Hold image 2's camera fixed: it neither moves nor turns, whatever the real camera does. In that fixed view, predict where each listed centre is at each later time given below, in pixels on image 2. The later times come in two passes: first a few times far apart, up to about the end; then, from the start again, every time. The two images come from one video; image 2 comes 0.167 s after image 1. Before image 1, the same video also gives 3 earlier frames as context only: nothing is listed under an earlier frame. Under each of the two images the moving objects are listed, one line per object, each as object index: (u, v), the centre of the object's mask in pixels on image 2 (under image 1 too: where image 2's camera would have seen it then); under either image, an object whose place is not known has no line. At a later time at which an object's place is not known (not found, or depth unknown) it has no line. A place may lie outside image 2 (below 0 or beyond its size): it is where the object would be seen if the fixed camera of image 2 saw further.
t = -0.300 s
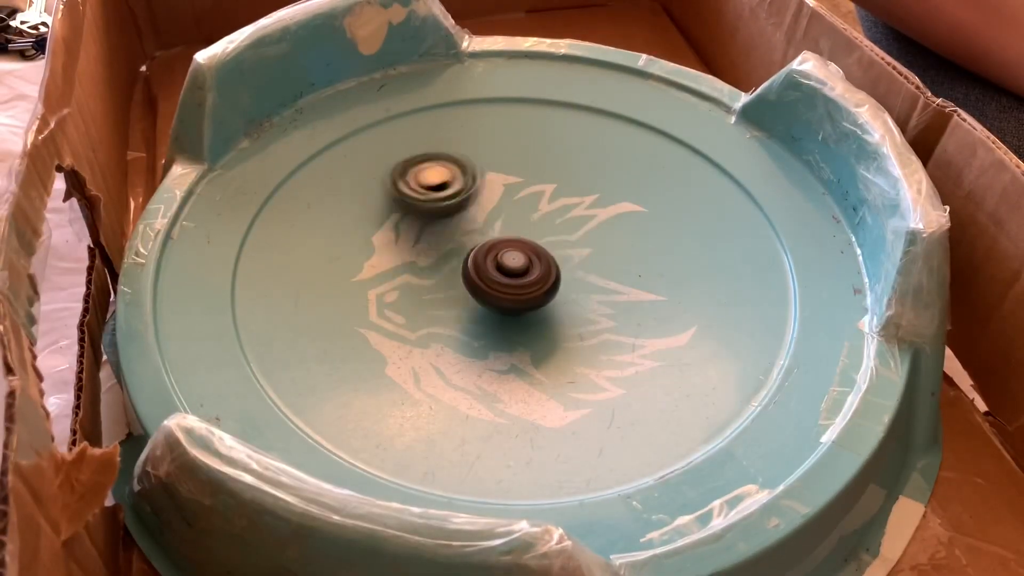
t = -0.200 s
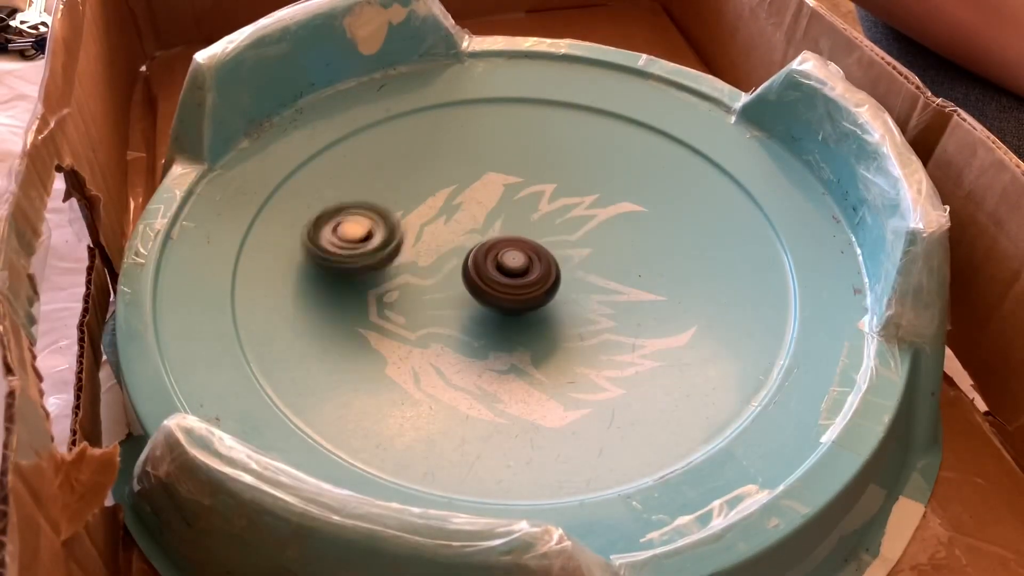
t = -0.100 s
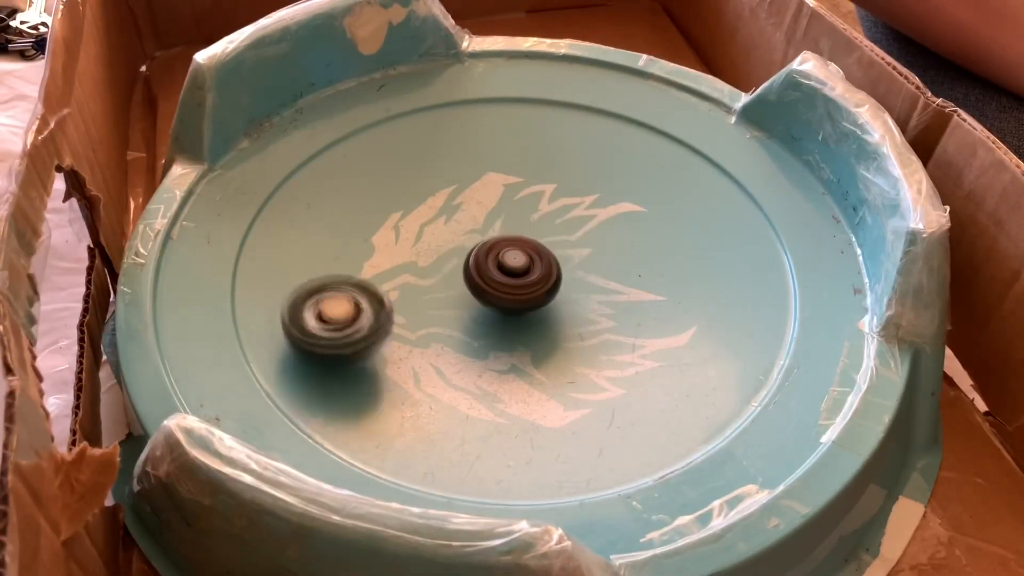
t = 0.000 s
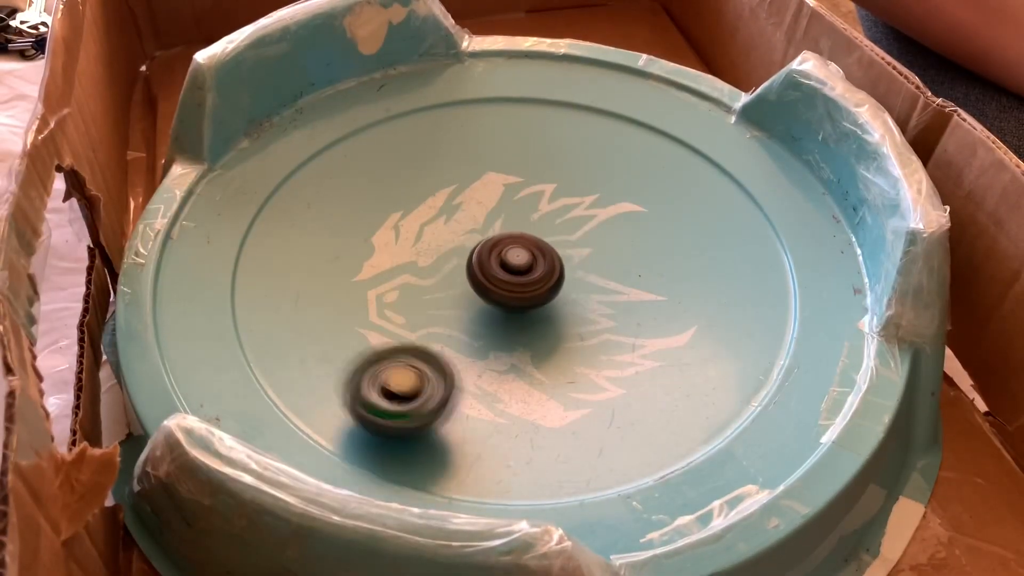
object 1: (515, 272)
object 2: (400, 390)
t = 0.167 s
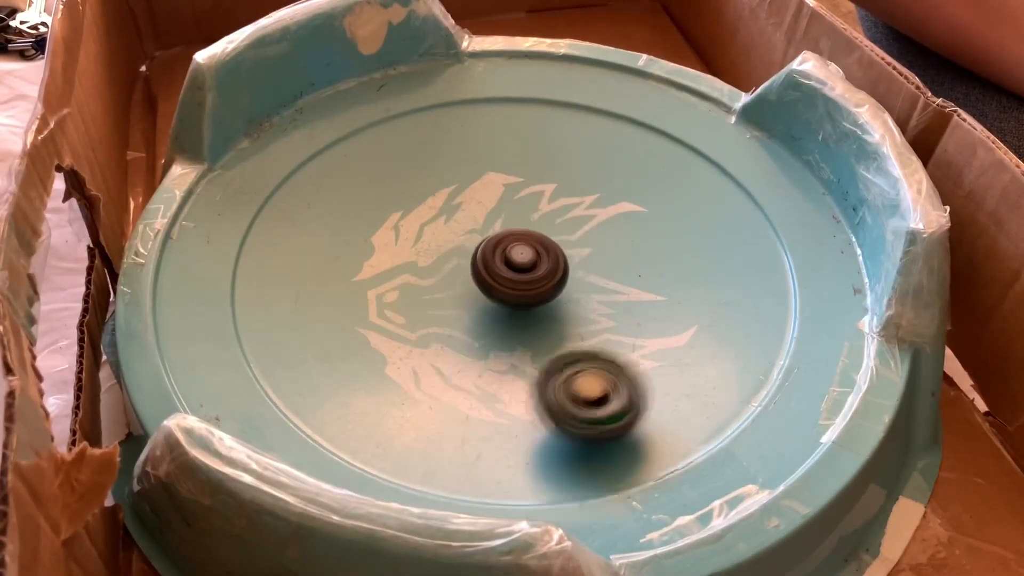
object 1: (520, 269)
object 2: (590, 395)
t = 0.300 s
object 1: (520, 265)
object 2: (669, 303)
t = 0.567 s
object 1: (523, 260)
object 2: (498, 156)
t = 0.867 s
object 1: (525, 256)
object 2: (334, 293)
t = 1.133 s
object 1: (528, 257)
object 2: (595, 357)
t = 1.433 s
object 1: (533, 266)
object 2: (587, 155)
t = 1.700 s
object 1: (537, 271)
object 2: (381, 194)
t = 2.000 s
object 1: (539, 275)
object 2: (540, 363)
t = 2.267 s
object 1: (536, 278)
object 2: (685, 216)
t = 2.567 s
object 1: (528, 282)
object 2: (469, 166)
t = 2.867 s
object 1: (520, 281)
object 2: (466, 356)
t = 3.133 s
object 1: (517, 279)
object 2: (695, 304)
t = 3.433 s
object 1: (515, 274)
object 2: (550, 179)
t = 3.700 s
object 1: (515, 270)
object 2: (396, 289)
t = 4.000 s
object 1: (519, 267)
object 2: (606, 372)
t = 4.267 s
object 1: (522, 264)
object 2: (621, 222)
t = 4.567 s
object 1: (528, 262)
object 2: (401, 226)
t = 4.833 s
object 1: (537, 263)
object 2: (455, 364)
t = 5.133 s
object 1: (477, 225)
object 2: (696, 288)
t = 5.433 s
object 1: (401, 219)
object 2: (614, 151)
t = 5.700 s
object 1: (377, 354)
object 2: (486, 120)
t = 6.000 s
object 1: (606, 375)
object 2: (398, 127)
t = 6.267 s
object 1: (620, 156)
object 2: (462, 269)
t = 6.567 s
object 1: (541, 158)
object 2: (687, 253)
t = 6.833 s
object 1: (521, 221)
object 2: (677, 168)
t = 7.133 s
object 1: (476, 306)
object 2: (553, 204)
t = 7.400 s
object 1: (555, 439)
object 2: (565, 295)
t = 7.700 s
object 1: (612, 372)
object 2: (653, 279)
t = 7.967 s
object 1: (547, 330)
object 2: (539, 230)
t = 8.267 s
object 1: (636, 368)
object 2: (352, 227)
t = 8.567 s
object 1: (616, 332)
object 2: (308, 314)
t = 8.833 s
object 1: (582, 269)
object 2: (471, 325)
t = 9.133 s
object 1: (586, 139)
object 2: (470, 269)
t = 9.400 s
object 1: (330, 179)
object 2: (492, 190)
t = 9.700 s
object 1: (418, 266)
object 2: (467, 191)
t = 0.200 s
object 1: (520, 268)
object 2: (620, 377)
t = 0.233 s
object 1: (520, 267)
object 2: (645, 354)
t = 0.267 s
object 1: (520, 266)
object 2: (662, 329)
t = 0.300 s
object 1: (520, 265)
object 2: (669, 303)
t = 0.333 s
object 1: (520, 265)
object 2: (670, 275)
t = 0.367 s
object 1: (521, 264)
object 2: (661, 249)
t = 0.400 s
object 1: (521, 263)
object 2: (645, 223)
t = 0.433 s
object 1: (521, 262)
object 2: (622, 201)
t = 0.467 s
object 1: (522, 261)
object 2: (595, 183)
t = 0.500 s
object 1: (522, 261)
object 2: (565, 170)
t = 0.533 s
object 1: (523, 260)
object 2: (532, 161)
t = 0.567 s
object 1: (523, 260)
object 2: (498, 156)
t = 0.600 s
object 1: (523, 260)
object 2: (465, 156)
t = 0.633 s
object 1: (523, 259)
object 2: (432, 161)
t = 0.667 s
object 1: (523, 259)
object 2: (403, 170)
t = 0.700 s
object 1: (523, 258)
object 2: (377, 182)
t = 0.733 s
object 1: (523, 258)
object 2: (355, 199)
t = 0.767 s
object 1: (524, 257)
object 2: (339, 219)
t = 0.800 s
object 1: (524, 257)
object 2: (329, 243)
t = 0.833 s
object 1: (524, 257)
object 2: (328, 268)
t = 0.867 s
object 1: (525, 256)
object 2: (334, 293)
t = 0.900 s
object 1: (525, 256)
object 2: (348, 318)
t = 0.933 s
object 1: (526, 256)
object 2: (372, 340)
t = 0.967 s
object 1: (526, 256)
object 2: (402, 360)
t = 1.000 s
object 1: (527, 256)
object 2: (439, 373)
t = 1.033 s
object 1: (527, 256)
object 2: (478, 379)
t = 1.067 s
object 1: (528, 257)
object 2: (518, 379)
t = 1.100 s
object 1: (527, 256)
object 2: (563, 371)
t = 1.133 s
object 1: (528, 257)
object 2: (595, 357)
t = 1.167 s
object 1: (528, 258)
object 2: (627, 338)
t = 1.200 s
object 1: (529, 259)
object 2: (647, 315)
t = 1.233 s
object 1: (529, 260)
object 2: (661, 289)
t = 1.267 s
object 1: (530, 261)
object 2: (665, 260)
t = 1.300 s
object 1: (531, 262)
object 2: (662, 234)
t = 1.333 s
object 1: (531, 263)
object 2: (650, 209)
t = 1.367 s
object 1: (532, 264)
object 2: (633, 188)
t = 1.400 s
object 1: (533, 265)
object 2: (611, 170)
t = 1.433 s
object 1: (533, 266)
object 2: (587, 155)
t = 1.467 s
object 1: (534, 267)
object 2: (558, 146)
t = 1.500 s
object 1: (534, 268)
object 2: (529, 139)
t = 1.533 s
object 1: (535, 269)
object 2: (500, 138)
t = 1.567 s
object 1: (535, 269)
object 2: (471, 141)
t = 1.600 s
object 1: (536, 269)
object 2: (444, 149)
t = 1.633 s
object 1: (536, 270)
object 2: (418, 160)
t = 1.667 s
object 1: (537, 270)
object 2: (398, 175)
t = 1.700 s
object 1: (537, 271)
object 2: (381, 194)
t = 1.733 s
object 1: (538, 271)
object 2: (369, 216)
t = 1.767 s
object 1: (538, 272)
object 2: (365, 242)
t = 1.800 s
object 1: (538, 272)
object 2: (367, 267)
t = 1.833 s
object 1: (539, 273)
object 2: (380, 293)
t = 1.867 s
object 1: (539, 274)
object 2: (400, 317)
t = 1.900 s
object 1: (539, 274)
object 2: (426, 337)
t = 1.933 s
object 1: (539, 275)
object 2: (462, 353)
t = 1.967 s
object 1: (539, 275)
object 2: (501, 362)
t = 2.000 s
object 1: (539, 275)
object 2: (540, 363)
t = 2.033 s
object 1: (539, 275)
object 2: (577, 359)
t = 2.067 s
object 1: (539, 276)
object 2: (613, 348)
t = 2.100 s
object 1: (539, 276)
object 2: (645, 331)
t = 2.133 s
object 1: (539, 277)
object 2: (668, 309)
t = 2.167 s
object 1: (538, 277)
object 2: (683, 287)
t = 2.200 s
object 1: (537, 278)
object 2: (691, 263)
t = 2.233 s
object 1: (536, 278)
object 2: (692, 239)
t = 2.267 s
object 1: (536, 278)
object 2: (685, 216)
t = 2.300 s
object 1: (535, 279)
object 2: (672, 197)
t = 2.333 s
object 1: (534, 279)
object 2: (654, 180)
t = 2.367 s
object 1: (533, 279)
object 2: (632, 166)
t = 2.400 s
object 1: (533, 280)
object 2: (608, 156)
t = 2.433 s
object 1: (532, 280)
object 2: (582, 150)
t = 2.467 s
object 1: (531, 281)
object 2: (553, 148)
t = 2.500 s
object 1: (530, 281)
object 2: (524, 149)
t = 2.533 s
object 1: (529, 281)
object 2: (497, 155)
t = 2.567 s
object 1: (528, 282)
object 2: (469, 166)
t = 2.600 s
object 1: (527, 282)
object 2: (445, 180)
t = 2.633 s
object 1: (526, 282)
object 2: (424, 199)
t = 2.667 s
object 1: (525, 282)
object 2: (410, 219)
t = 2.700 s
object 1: (524, 282)
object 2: (400, 243)
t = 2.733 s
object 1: (523, 282)
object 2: (398, 266)
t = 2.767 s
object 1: (522, 282)
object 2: (404, 293)
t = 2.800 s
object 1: (521, 282)
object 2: (417, 316)
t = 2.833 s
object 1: (521, 281)
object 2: (437, 338)
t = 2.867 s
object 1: (520, 281)
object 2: (466, 356)
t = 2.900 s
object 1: (519, 281)
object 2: (498, 369)
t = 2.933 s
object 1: (519, 281)
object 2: (533, 376)
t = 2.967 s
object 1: (518, 280)
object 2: (568, 376)
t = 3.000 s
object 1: (518, 280)
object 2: (605, 371)
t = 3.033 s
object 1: (518, 280)
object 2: (636, 360)
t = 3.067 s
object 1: (517, 279)
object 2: (664, 343)
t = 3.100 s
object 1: (517, 279)
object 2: (683, 324)
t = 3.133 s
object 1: (517, 279)
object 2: (695, 304)
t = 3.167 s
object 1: (517, 279)
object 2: (701, 281)
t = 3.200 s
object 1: (517, 278)
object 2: (699, 260)
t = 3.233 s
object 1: (517, 278)
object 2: (691, 240)
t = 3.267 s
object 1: (517, 277)
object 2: (677, 222)
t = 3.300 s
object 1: (516, 276)
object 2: (657, 206)
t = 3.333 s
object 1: (516, 276)
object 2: (634, 194)
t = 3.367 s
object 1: (516, 275)
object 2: (608, 185)
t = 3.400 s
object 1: (516, 275)
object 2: (579, 180)
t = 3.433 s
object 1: (515, 274)
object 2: (550, 179)
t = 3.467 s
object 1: (515, 274)
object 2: (522, 180)
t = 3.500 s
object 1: (515, 273)
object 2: (492, 188)
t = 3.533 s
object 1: (515, 273)
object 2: (467, 197)
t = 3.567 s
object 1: (515, 272)
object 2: (443, 211)
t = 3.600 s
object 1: (515, 272)
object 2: (423, 227)
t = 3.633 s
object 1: (515, 271)
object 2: (408, 247)
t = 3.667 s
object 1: (515, 271)
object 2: (399, 267)
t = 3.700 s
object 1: (515, 270)
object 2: (396, 289)
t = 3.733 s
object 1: (515, 270)
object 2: (401, 310)
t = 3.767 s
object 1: (516, 269)
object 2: (412, 332)
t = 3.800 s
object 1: (516, 269)
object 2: (430, 352)
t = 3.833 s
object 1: (516, 269)
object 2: (454, 368)
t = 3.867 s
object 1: (517, 268)
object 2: (482, 379)
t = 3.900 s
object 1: (517, 268)
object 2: (513, 386)
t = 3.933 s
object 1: (517, 267)
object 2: (547, 387)
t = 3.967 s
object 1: (518, 267)
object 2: (578, 383)
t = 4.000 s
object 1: (519, 267)
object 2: (606, 372)
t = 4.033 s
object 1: (519, 266)
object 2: (630, 357)
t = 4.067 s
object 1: (520, 266)
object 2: (648, 339)
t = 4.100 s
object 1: (520, 266)
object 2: (659, 320)
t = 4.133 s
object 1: (521, 265)
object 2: (664, 299)
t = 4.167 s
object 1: (521, 265)
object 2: (663, 276)
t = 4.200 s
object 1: (521, 264)
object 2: (654, 257)
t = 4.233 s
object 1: (522, 264)
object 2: (640, 239)
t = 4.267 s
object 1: (522, 264)
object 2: (621, 222)
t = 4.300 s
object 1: (523, 263)
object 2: (599, 209)
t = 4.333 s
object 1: (523, 263)
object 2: (575, 199)
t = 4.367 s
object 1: (523, 263)
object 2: (548, 193)
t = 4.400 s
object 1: (524, 263)
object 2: (521, 190)
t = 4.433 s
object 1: (525, 262)
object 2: (495, 191)
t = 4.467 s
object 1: (526, 263)
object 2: (467, 195)
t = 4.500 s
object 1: (526, 262)
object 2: (442, 202)
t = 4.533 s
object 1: (527, 262)
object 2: (421, 213)
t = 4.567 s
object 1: (528, 262)
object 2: (401, 226)
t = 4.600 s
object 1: (529, 262)
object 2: (387, 241)
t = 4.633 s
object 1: (530, 262)
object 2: (377, 260)
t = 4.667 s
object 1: (531, 262)
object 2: (374, 280)
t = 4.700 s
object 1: (532, 262)
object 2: (378, 300)
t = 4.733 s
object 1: (534, 262)
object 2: (388, 321)
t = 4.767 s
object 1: (535, 263)
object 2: (406, 339)
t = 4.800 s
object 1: (536, 263)
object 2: (428, 353)
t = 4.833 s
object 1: (537, 263)
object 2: (455, 364)
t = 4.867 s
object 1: (538, 264)
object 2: (485, 371)
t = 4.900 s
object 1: (538, 264)
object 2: (517, 371)
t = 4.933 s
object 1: (539, 265)
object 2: (547, 365)
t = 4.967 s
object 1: (539, 265)
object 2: (574, 358)
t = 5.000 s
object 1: (539, 266)
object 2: (597, 341)
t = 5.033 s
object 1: (539, 266)
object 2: (615, 324)
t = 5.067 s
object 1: (537, 265)
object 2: (629, 305)
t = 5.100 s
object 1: (505, 245)
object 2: (670, 300)
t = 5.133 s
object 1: (477, 225)
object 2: (696, 288)
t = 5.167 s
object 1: (455, 211)
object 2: (711, 271)
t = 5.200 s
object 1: (438, 198)
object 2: (717, 251)
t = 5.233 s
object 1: (425, 191)
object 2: (715, 230)
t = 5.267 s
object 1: (416, 191)
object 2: (708, 211)
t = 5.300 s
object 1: (406, 194)
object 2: (695, 194)
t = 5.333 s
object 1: (401, 200)
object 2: (679, 179)
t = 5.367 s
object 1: (399, 206)
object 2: (660, 167)
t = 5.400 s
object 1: (399, 212)
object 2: (637, 158)
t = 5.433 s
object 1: (401, 219)
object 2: (614, 151)
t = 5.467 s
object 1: (404, 224)
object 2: (587, 149)
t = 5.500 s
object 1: (408, 231)
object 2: (561, 149)
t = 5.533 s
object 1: (413, 236)
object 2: (534, 153)
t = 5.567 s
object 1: (419, 242)
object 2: (508, 160)
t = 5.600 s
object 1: (424, 246)
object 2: (483, 171)
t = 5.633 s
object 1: (429, 252)
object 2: (463, 178)
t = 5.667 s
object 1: (400, 307)
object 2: (477, 143)
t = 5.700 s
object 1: (377, 354)
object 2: (486, 120)
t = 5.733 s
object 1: (358, 402)
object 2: (488, 103)
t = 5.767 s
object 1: (356, 437)
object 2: (485, 92)
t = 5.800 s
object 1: (375, 458)
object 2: (476, 86)
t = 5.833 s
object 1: (422, 462)
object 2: (463, 86)
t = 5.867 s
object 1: (471, 458)
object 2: (445, 91)
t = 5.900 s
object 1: (512, 443)
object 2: (430, 97)
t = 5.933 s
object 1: (550, 423)
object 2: (417, 104)
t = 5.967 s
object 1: (580, 401)
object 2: (405, 114)
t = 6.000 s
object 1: (606, 375)
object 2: (398, 127)
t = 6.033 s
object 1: (626, 347)
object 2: (393, 142)
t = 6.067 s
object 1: (643, 316)
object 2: (390, 158)
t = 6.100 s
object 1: (651, 284)
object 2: (391, 177)
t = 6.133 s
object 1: (656, 254)
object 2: (396, 198)
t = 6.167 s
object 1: (653, 224)
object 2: (405, 218)
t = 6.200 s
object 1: (645, 196)
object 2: (420, 237)
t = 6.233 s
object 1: (634, 174)
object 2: (439, 253)
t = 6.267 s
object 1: (620, 156)
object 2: (462, 269)
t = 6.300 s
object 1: (605, 144)
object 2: (487, 280)
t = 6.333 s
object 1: (592, 136)
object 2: (514, 288)
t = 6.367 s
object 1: (580, 134)
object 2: (543, 293)
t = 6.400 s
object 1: (572, 134)
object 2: (572, 295)
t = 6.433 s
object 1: (564, 135)
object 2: (601, 293)
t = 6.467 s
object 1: (558, 139)
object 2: (628, 286)
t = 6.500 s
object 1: (552, 144)
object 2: (651, 277)
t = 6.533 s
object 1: (546, 151)
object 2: (671, 266)
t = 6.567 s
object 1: (541, 158)
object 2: (687, 253)
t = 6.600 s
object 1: (537, 166)
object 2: (699, 239)
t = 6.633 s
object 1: (532, 175)
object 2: (707, 226)
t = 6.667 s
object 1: (529, 184)
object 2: (711, 213)
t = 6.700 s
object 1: (526, 193)
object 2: (712, 200)
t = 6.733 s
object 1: (524, 201)
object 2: (708, 189)
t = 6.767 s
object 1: (522, 209)
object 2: (701, 181)
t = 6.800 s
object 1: (522, 216)
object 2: (691, 173)
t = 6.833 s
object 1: (521, 221)
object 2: (677, 168)
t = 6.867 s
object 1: (521, 227)
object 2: (661, 165)
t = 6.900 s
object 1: (521, 231)
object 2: (642, 166)
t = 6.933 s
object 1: (522, 235)
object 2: (622, 170)
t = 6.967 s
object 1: (522, 239)
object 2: (602, 177)
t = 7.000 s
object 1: (523, 243)
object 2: (585, 185)
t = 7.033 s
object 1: (516, 252)
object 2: (572, 190)
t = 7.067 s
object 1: (510, 262)
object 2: (560, 199)
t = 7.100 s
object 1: (494, 283)
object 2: (556, 201)
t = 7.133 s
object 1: (476, 306)
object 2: (553, 204)
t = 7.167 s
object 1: (462, 328)
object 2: (546, 212)
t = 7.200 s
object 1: (456, 348)
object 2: (542, 224)
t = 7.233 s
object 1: (456, 369)
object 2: (539, 236)
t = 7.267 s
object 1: (464, 388)
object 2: (538, 249)
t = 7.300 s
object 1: (479, 406)
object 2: (540, 262)
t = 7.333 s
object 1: (501, 421)
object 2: (546, 275)
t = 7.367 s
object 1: (528, 434)
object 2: (555, 286)
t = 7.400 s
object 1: (555, 439)
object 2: (565, 295)
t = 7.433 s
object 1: (577, 441)
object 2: (577, 303)
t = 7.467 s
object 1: (592, 437)
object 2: (591, 309)
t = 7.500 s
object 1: (604, 431)
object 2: (605, 313)
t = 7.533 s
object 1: (611, 424)
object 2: (619, 313)
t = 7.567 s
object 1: (616, 415)
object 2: (633, 309)
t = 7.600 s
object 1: (619, 406)
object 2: (644, 304)
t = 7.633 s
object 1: (619, 396)
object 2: (651, 296)
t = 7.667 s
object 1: (616, 385)
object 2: (654, 287)
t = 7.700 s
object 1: (612, 372)
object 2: (653, 279)
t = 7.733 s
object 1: (606, 361)
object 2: (646, 270)
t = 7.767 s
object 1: (600, 350)
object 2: (635, 263)
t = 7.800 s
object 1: (592, 337)
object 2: (621, 259)
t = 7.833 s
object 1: (584, 329)
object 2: (605, 253)
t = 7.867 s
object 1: (571, 333)
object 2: (591, 241)
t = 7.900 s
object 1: (561, 334)
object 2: (576, 234)
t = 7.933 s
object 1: (553, 333)
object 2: (558, 230)
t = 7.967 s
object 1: (547, 330)
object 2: (539, 230)
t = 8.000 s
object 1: (542, 328)
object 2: (520, 232)
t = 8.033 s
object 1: (538, 324)
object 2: (501, 236)
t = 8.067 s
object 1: (536, 321)
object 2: (485, 243)
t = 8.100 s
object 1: (534, 317)
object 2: (471, 251)
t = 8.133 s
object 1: (532, 314)
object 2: (458, 261)
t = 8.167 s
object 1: (551, 325)
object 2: (427, 249)
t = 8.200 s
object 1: (582, 343)
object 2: (396, 237)
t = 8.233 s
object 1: (612, 358)
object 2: (373, 228)
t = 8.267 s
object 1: (636, 368)
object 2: (352, 227)
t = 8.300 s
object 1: (654, 375)
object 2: (336, 231)
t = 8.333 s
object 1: (662, 376)
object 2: (320, 239)
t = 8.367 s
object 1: (662, 373)
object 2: (308, 247)
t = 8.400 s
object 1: (658, 368)
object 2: (296, 257)
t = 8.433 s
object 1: (651, 363)
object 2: (290, 268)
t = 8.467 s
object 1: (644, 355)
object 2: (286, 280)
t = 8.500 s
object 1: (635, 348)
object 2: (289, 292)
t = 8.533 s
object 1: (626, 339)
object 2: (295, 304)
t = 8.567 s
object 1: (616, 332)
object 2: (308, 314)
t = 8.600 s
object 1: (607, 325)
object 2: (323, 324)
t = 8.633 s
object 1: (599, 317)
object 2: (343, 332)
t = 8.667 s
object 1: (591, 310)
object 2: (366, 338)
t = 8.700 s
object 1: (584, 303)
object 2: (390, 341)
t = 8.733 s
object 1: (577, 297)
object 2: (417, 342)
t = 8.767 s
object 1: (571, 292)
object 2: (443, 338)
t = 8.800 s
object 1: (566, 286)
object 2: (466, 332)
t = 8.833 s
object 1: (582, 269)
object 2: (471, 325)
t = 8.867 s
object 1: (642, 246)
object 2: (439, 328)
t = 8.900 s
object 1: (699, 208)
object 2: (421, 324)
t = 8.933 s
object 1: (747, 178)
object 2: (416, 316)
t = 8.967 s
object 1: (761, 146)
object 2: (418, 310)
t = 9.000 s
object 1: (735, 130)
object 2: (430, 303)
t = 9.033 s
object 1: (703, 135)
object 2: (442, 296)
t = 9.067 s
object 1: (670, 140)
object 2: (453, 287)
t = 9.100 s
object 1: (627, 140)
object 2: (462, 278)
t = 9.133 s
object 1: (586, 139)
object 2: (470, 269)
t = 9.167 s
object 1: (541, 138)
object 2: (476, 258)
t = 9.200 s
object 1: (499, 138)
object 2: (483, 248)
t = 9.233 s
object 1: (456, 140)
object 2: (488, 237)
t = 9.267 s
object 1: (418, 143)
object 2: (491, 227)
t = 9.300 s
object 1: (385, 149)
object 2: (492, 218)
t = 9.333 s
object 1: (360, 157)
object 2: (493, 207)
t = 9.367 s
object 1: (342, 168)
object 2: (493, 198)
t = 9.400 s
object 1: (330, 179)
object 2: (492, 190)
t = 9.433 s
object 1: (325, 191)
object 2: (489, 183)
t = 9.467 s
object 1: (325, 203)
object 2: (485, 177)
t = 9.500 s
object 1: (330, 214)
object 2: (481, 173)
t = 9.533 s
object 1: (339, 224)
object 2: (476, 170)
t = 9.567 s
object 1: (351, 235)
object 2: (472, 170)
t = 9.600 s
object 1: (367, 243)
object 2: (467, 171)
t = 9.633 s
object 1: (383, 252)
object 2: (464, 176)
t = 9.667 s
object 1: (401, 260)
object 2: (464, 183)
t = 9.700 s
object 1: (418, 266)
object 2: (467, 191)
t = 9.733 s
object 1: (435, 272)
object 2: (474, 200)
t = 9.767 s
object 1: (450, 274)
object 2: (483, 206)
